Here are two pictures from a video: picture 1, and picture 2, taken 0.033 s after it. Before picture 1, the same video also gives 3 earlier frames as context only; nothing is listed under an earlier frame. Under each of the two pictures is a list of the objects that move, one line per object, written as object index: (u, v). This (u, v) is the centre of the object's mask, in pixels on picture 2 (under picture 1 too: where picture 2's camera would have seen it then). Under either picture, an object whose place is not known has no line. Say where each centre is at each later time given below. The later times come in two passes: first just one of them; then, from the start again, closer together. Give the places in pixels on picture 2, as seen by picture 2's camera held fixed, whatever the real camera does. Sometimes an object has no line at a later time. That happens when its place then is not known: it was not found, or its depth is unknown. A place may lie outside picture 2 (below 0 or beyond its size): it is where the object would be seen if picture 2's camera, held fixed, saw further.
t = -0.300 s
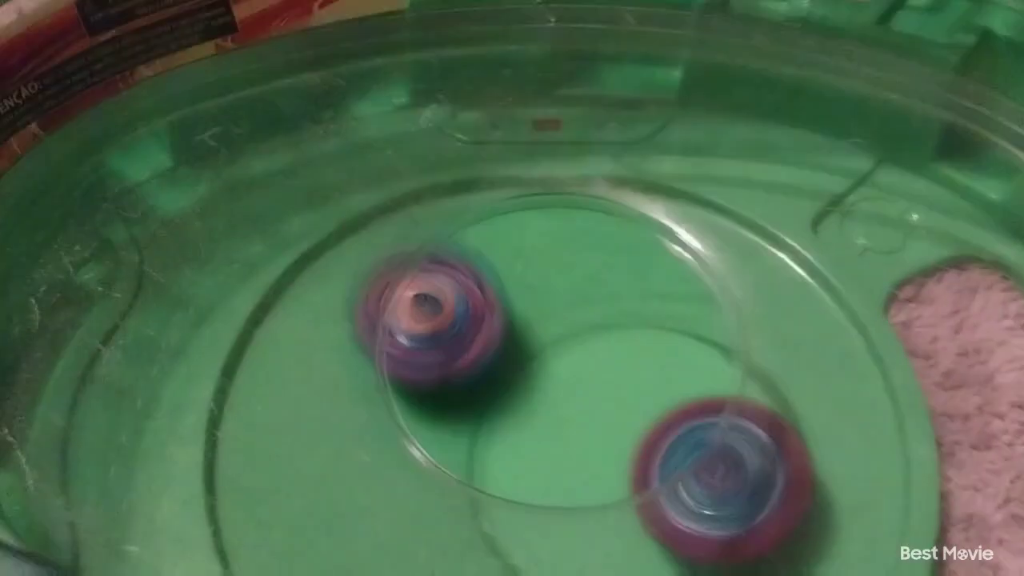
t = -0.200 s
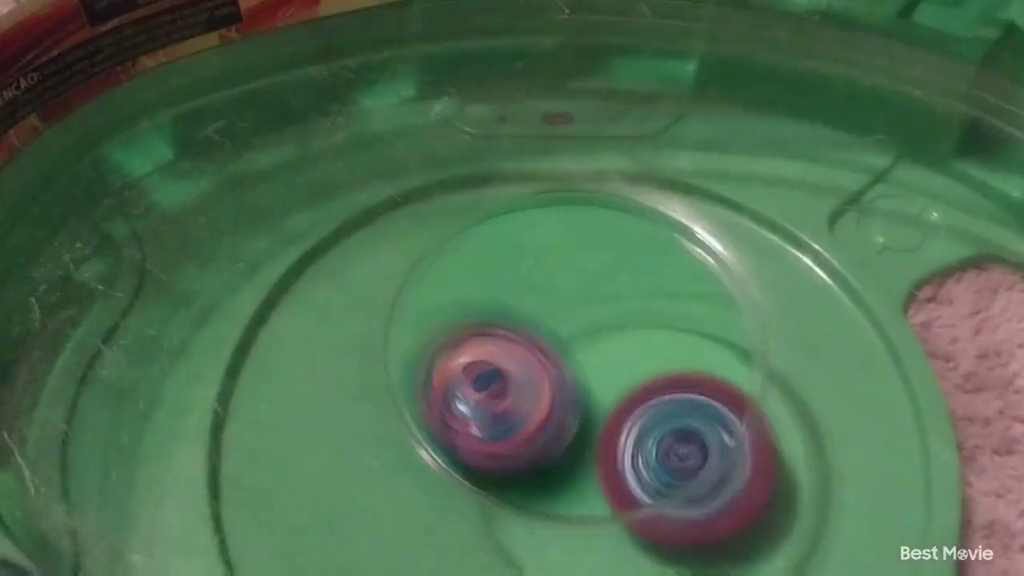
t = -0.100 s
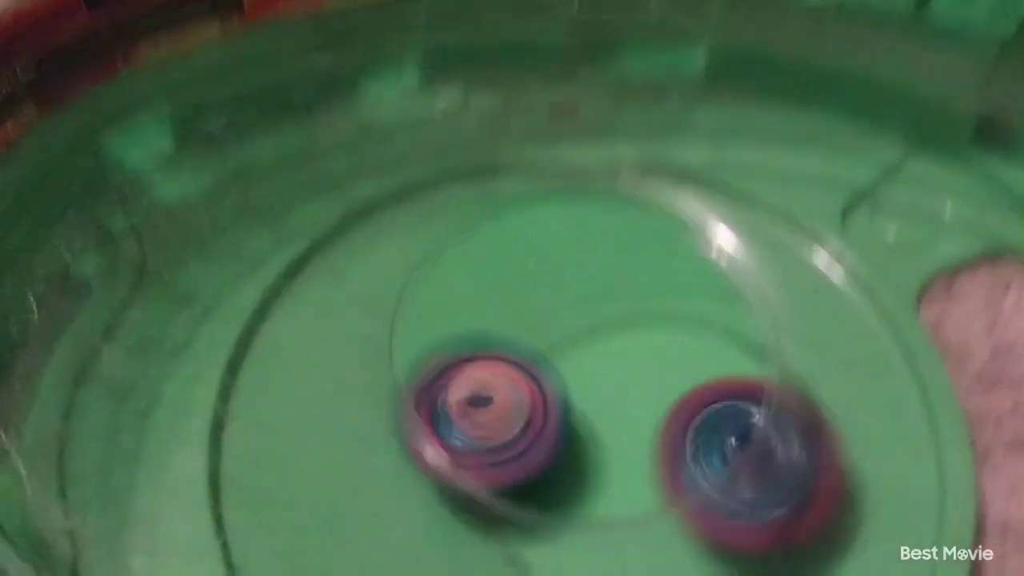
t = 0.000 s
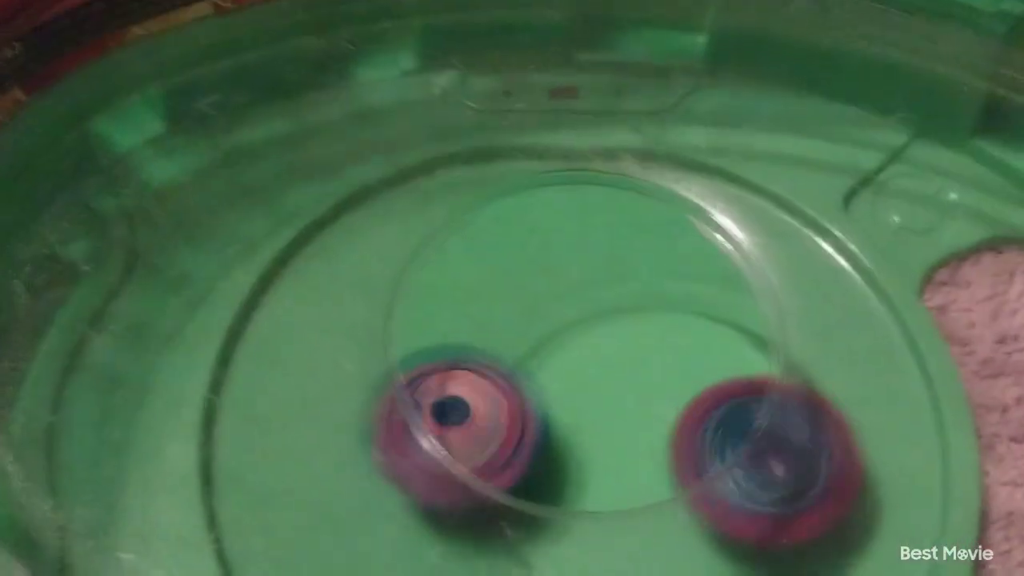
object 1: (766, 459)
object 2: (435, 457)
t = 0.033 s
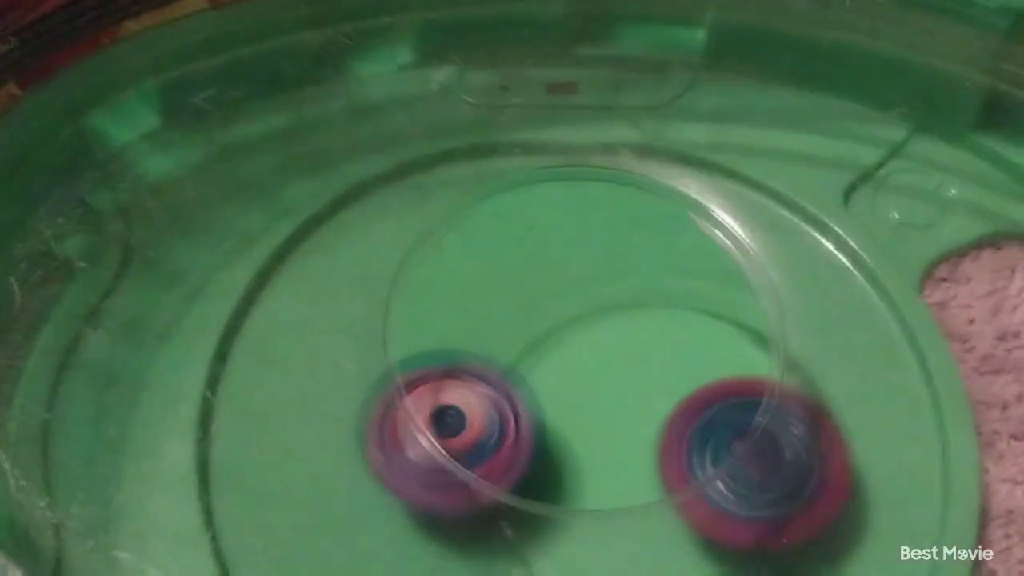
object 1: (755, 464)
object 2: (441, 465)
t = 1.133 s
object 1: (527, 266)
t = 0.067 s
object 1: (738, 468)
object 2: (443, 474)
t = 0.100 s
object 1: (723, 468)
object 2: (445, 490)
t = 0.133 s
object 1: (704, 468)
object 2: (451, 476)
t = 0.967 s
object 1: (498, 303)
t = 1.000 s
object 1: (501, 282)
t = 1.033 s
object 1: (507, 274)
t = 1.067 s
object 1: (513, 268)
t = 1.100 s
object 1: (520, 265)
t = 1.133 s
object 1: (527, 266)
